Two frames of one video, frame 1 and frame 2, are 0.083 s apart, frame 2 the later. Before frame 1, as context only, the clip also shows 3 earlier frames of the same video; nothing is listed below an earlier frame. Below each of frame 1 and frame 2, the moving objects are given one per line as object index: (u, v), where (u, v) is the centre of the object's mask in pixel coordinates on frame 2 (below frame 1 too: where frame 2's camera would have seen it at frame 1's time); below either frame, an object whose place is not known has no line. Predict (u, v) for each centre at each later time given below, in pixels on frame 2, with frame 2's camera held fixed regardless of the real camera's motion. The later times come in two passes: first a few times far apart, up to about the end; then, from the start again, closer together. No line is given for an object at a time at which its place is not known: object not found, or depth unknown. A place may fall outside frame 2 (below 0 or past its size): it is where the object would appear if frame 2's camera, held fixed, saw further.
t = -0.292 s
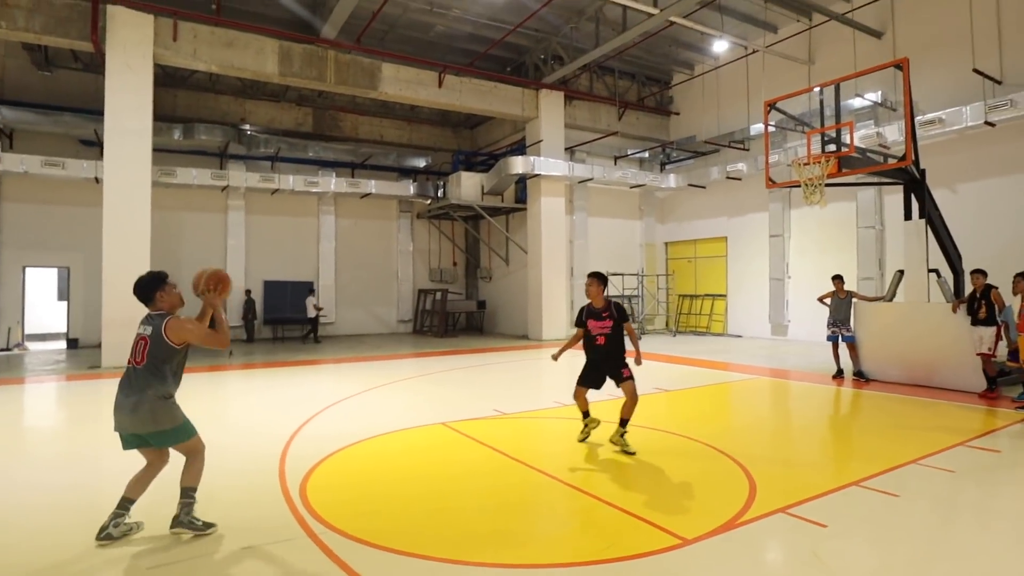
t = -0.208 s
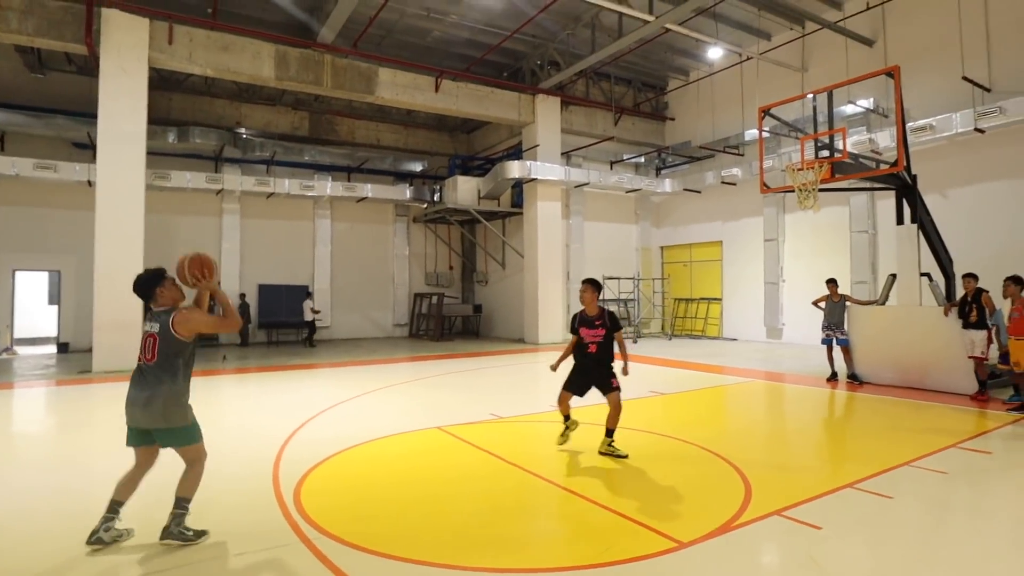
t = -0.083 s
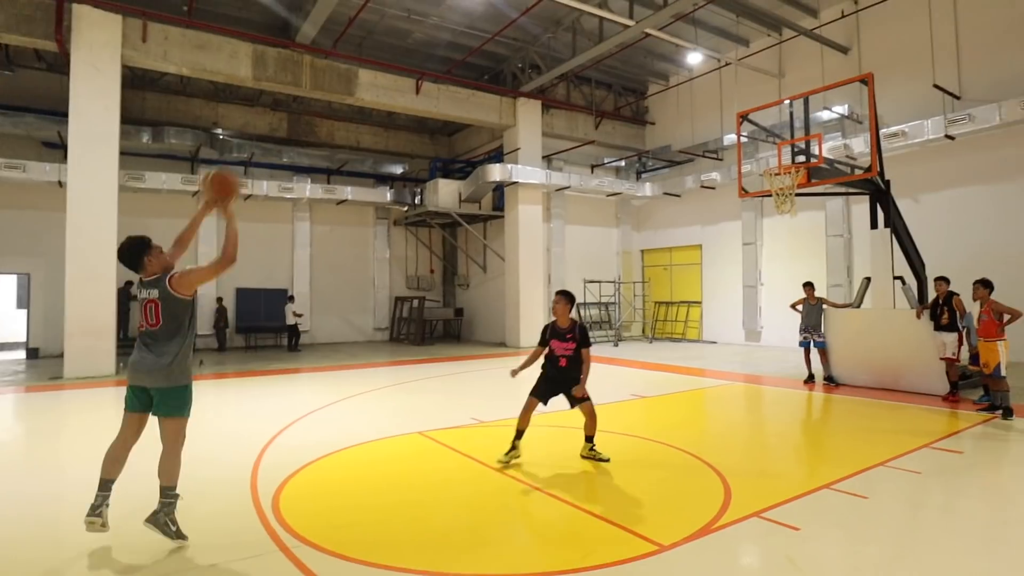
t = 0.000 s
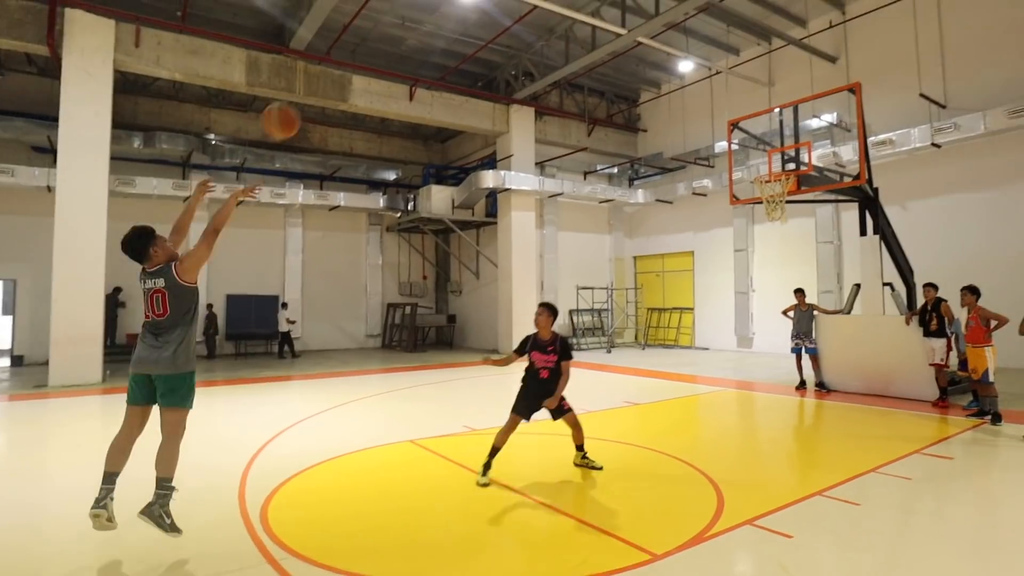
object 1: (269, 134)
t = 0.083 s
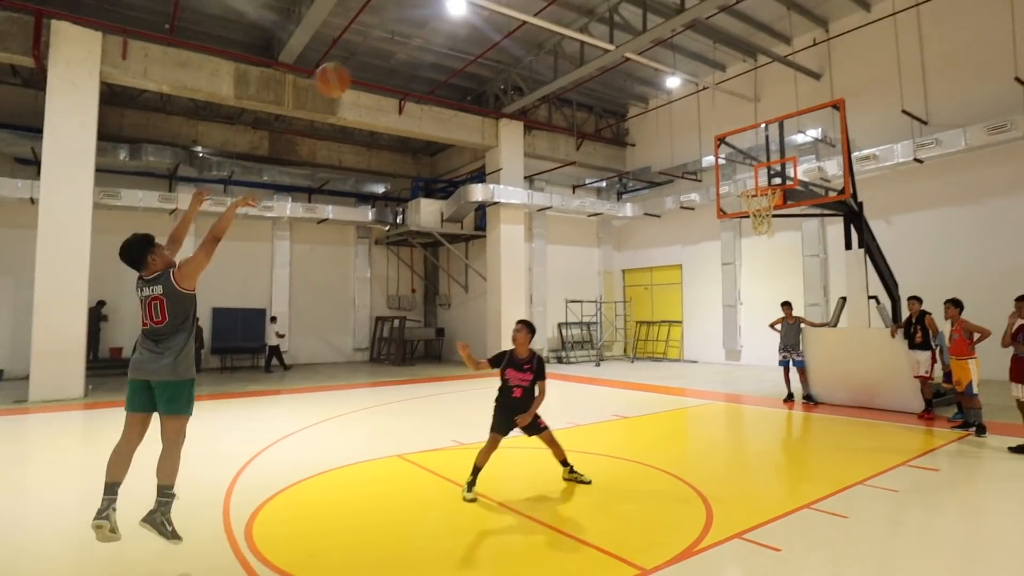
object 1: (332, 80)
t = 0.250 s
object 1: (436, 14)
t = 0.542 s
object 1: (577, -10)
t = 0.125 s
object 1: (361, 59)
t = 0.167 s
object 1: (388, 41)
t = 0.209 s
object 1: (414, 28)
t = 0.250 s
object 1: (436, 14)
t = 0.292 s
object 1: (461, 3)
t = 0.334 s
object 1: (483, -3)
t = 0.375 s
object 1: (503, -9)
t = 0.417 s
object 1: (522, -12)
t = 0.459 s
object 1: (541, -14)
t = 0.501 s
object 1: (559, -12)
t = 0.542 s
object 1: (577, -10)
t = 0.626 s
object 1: (611, -2)
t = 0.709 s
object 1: (641, 12)
